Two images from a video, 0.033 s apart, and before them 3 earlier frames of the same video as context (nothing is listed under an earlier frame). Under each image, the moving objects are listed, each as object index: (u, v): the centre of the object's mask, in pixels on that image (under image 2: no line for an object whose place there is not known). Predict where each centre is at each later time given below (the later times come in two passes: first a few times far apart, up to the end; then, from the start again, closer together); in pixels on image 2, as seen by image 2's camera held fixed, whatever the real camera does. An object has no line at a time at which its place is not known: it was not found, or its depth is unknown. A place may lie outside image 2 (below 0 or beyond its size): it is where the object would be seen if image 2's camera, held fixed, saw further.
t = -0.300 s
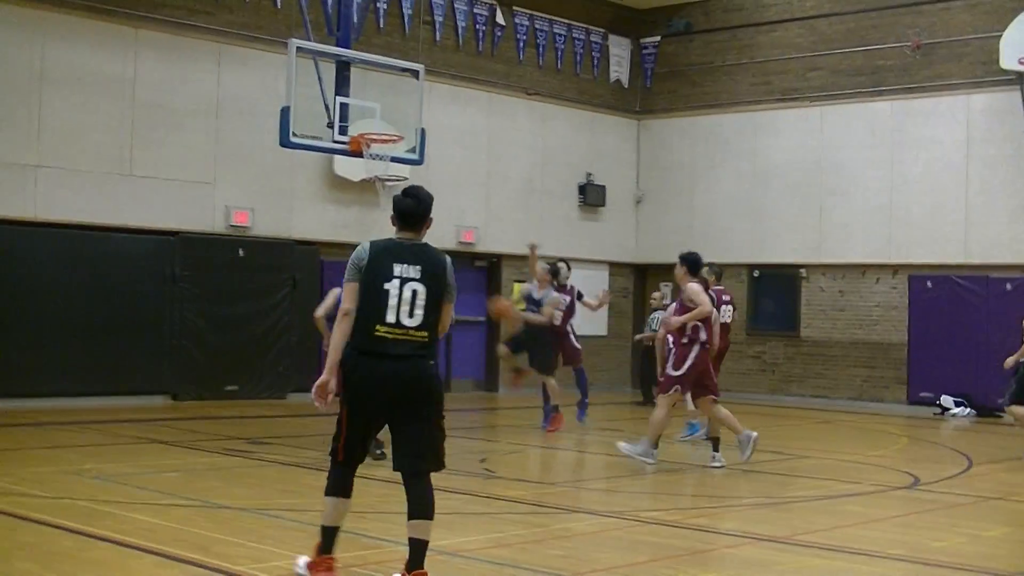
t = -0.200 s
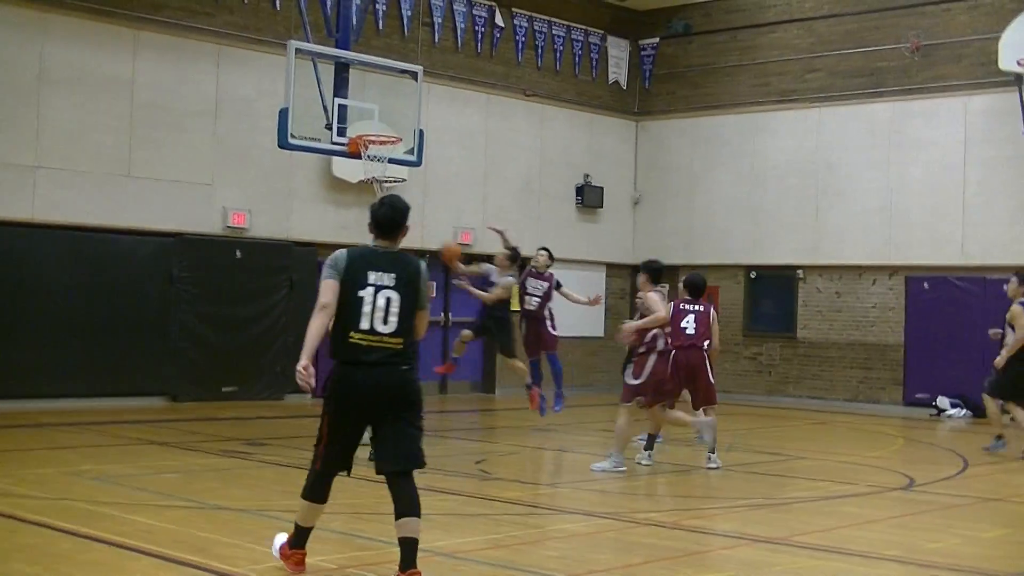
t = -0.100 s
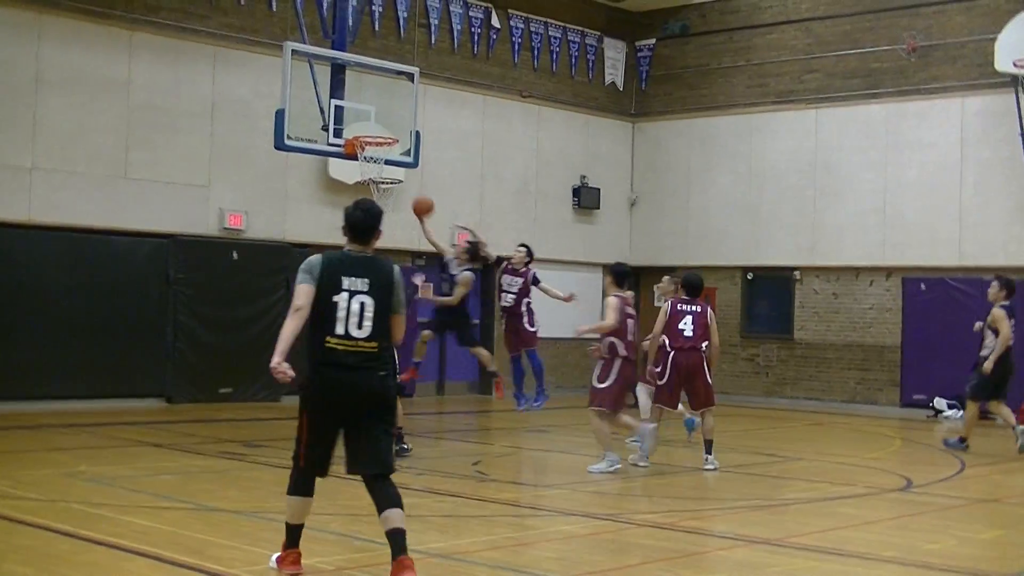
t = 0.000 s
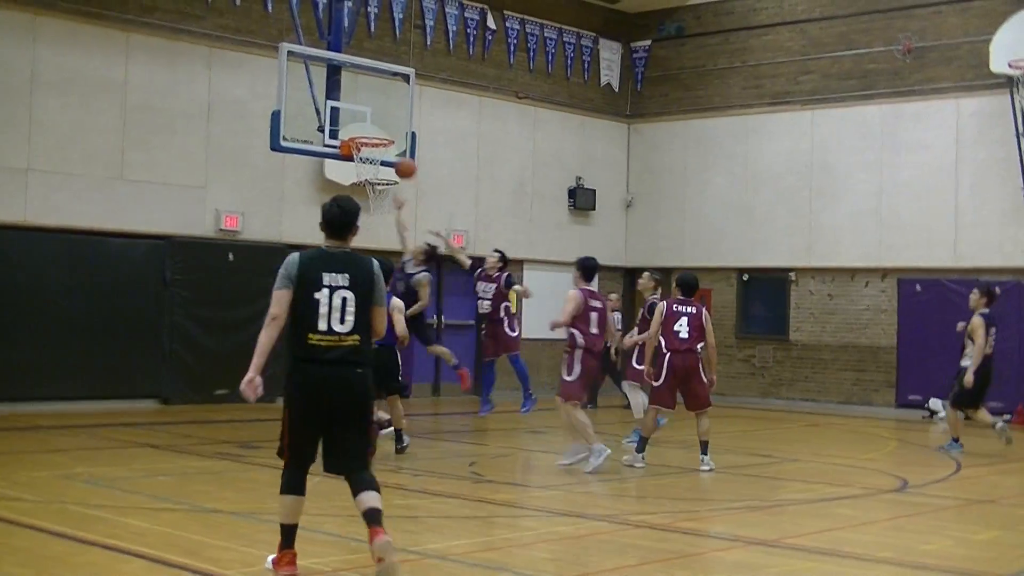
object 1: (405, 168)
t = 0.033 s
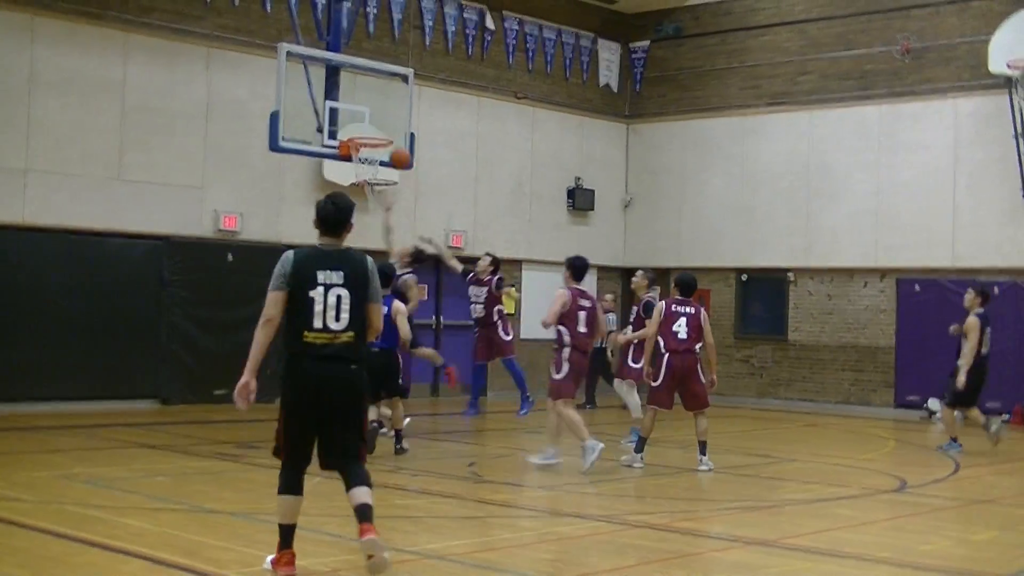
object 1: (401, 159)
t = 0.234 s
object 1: (372, 113)
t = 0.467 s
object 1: (364, 104)
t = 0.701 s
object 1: (364, 123)
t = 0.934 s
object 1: (386, 124)
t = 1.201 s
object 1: (410, 140)
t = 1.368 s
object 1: (425, 171)
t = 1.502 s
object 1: (436, 214)
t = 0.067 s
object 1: (397, 149)
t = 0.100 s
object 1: (392, 137)
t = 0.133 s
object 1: (386, 130)
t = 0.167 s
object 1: (381, 124)
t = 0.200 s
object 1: (377, 118)
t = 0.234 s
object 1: (372, 113)
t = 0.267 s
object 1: (369, 110)
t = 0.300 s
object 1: (368, 106)
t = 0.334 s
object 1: (368, 104)
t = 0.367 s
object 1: (367, 102)
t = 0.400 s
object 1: (366, 101)
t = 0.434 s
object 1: (365, 102)
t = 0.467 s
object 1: (364, 104)
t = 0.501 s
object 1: (363, 106)
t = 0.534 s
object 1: (362, 110)
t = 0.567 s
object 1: (361, 114)
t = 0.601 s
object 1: (361, 119)
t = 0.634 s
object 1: (359, 127)
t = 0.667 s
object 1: (361, 127)
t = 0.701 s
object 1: (364, 123)
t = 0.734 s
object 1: (367, 120)
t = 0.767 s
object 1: (371, 118)
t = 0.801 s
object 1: (373, 117)
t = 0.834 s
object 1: (377, 117)
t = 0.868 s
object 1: (379, 118)
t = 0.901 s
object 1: (382, 120)
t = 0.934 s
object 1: (386, 124)
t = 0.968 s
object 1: (388, 127)
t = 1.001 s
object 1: (391, 131)
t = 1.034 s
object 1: (394, 132)
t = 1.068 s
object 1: (398, 132)
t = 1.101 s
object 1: (400, 133)
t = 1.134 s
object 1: (404, 134)
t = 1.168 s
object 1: (407, 136)
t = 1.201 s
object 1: (410, 140)
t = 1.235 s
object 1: (413, 144)
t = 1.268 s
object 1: (416, 150)
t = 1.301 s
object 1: (419, 156)
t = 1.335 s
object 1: (422, 164)
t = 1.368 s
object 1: (425, 171)
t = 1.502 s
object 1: (436, 214)
